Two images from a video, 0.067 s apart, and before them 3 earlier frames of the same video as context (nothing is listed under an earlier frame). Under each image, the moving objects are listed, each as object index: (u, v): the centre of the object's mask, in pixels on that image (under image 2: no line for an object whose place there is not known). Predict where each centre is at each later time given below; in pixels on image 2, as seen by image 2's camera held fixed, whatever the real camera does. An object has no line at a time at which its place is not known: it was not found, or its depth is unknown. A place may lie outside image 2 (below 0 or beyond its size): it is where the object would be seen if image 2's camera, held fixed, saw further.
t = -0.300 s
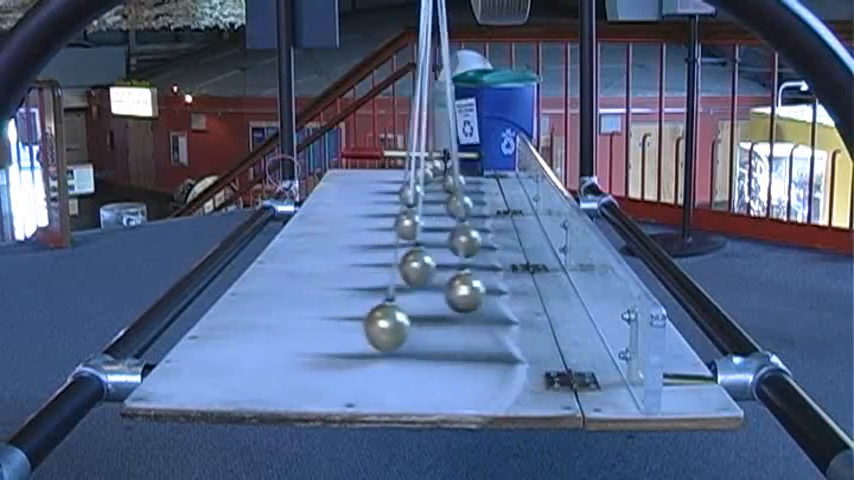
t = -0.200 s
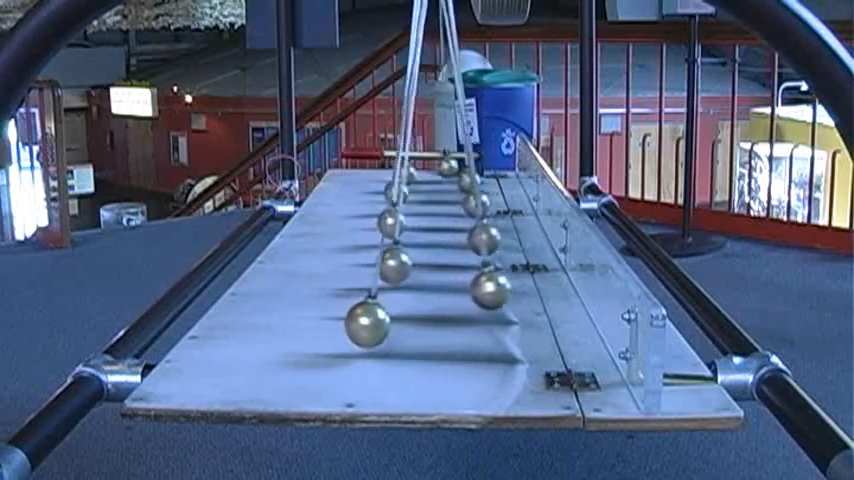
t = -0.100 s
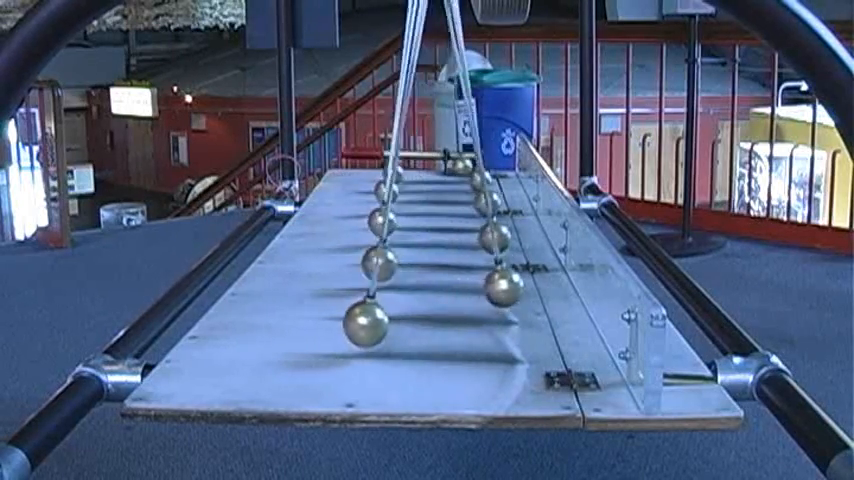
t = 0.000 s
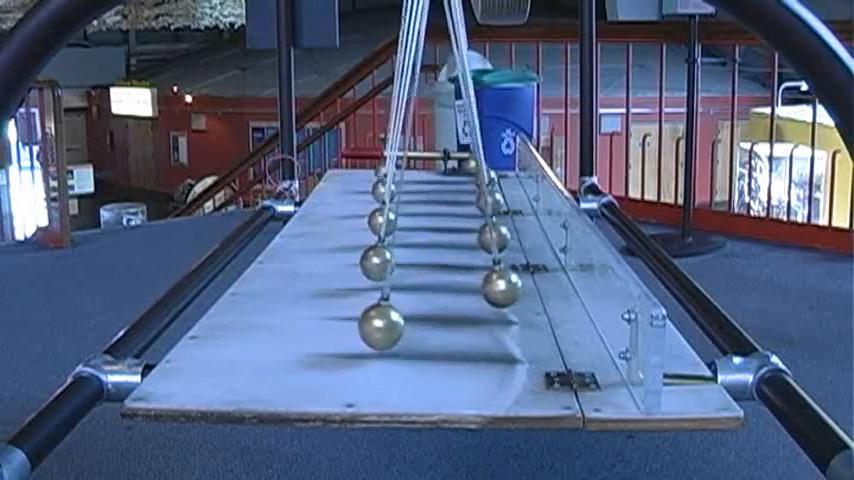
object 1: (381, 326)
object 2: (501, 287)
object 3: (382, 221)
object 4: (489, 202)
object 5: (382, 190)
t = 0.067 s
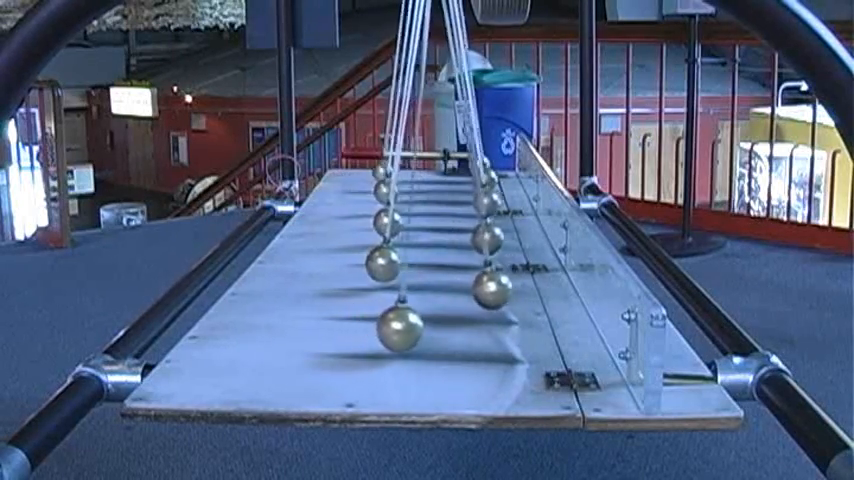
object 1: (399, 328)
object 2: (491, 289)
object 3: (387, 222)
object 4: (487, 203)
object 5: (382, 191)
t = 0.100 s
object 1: (410, 328)
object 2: (485, 290)
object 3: (391, 223)
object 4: (484, 205)
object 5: (385, 191)
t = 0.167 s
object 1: (434, 329)
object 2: (467, 291)
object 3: (401, 224)
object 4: (475, 204)
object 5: (394, 192)
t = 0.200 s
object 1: (446, 329)
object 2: (458, 291)
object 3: (408, 225)
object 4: (472, 204)
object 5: (399, 193)
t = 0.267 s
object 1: (470, 327)
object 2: (436, 294)
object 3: (418, 225)
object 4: (458, 205)
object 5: (410, 193)
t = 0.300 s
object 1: (480, 327)
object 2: (424, 293)
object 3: (428, 224)
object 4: (452, 205)
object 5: (416, 193)
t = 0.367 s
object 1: (496, 324)
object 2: (404, 292)
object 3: (446, 226)
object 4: (435, 205)
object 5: (425, 190)
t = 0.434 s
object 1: (505, 322)
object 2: (387, 291)
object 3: (460, 225)
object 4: (422, 206)
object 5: (443, 192)
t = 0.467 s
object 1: (506, 322)
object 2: (380, 289)
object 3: (467, 224)
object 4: (415, 206)
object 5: (448, 194)
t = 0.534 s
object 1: (504, 322)
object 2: (371, 287)
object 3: (478, 224)
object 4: (404, 205)
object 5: (460, 194)
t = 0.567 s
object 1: (500, 323)
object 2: (369, 287)
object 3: (482, 222)
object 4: (399, 205)
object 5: (465, 193)
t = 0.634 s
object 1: (488, 325)
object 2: (371, 288)
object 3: (488, 222)
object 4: (389, 203)
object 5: (473, 190)
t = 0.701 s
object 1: (468, 327)
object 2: (378, 289)
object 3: (492, 221)
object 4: (382, 203)
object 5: (480, 192)
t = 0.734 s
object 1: (457, 328)
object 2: (385, 290)
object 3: (491, 221)
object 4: (381, 202)
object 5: (488, 192)
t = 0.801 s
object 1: (434, 329)
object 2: (401, 292)
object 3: (489, 221)
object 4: (382, 203)
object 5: (490, 189)
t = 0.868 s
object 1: (410, 328)
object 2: (422, 290)
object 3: (478, 222)
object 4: (385, 203)
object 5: (486, 190)
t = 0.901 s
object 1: (399, 328)
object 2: (433, 292)
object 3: (472, 223)
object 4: (388, 204)
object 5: (484, 190)
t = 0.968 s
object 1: (381, 326)
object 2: (455, 294)
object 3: (459, 224)
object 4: (397, 205)
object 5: (478, 191)
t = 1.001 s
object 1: (375, 325)
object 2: (464, 291)
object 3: (453, 223)
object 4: (402, 205)
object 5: (474, 191)
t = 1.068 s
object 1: (367, 323)
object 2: (482, 290)
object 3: (434, 223)
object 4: (415, 205)
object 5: (466, 192)
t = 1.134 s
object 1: (366, 323)
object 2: (494, 288)
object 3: (421, 225)
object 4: (432, 203)
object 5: (454, 192)
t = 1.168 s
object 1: (369, 324)
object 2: (499, 287)
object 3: (414, 224)
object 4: (437, 206)
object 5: (450, 191)
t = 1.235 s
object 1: (380, 326)
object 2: (503, 286)
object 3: (402, 224)
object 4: (451, 206)
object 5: (434, 192)
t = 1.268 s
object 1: (388, 327)
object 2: (502, 287)
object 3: (397, 223)
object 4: (458, 205)
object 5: (429, 194)
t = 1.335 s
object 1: (408, 328)
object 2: (496, 288)
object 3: (388, 222)
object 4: (469, 204)
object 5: (416, 193)
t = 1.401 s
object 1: (431, 329)
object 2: (484, 289)
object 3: (381, 221)
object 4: (478, 203)
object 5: (405, 192)
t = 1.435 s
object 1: (443, 329)
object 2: (476, 291)
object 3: (381, 221)
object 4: (483, 203)
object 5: (401, 193)
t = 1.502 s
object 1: (466, 329)
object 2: (455, 290)
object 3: (383, 222)
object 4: (488, 202)
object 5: (391, 192)
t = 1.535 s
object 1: (476, 327)
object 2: (446, 293)
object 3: (386, 222)
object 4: (489, 202)
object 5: (388, 192)
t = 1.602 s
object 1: (493, 325)
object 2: (425, 294)
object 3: (394, 222)
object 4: (488, 202)
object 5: (384, 191)
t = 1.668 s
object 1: (502, 322)
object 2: (404, 291)
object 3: (404, 224)
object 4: (485, 204)
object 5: (384, 191)
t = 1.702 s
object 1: (505, 322)
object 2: (395, 290)
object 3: (411, 224)
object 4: (480, 204)
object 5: (385, 191)
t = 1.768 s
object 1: (504, 322)
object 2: (381, 289)
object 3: (424, 219)
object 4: (472, 204)
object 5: (390, 191)
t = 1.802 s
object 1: (500, 323)
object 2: (375, 288)
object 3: (436, 223)
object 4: (466, 205)
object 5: (393, 192)
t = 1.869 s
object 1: (488, 326)
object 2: (370, 287)
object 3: (448, 225)
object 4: (454, 202)
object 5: (401, 192)
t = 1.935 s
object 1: (470, 328)
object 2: (371, 287)
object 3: (462, 224)
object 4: (438, 206)
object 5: (412, 193)
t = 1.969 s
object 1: (459, 328)
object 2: (374, 288)
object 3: (469, 224)
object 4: (432, 206)
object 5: (416, 191)
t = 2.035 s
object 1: (436, 329)
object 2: (385, 290)
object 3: (476, 223)
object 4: (418, 206)
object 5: (432, 189)
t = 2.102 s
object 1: (413, 330)
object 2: (402, 291)
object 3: (488, 221)
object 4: (405, 205)
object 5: (444, 194)
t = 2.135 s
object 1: (402, 328)
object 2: (412, 290)
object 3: (492, 221)
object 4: (399, 205)
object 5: (450, 193)
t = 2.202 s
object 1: (384, 326)
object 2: (433, 293)
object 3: (490, 221)
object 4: (389, 203)
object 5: (461, 193)
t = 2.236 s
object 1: (377, 325)
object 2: (443, 293)
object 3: (489, 221)
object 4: (386, 203)
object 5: (470, 193)
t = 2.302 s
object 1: (368, 323)
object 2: (464, 292)
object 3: (484, 222)
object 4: (382, 202)
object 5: (475, 192)
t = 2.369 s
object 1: (367, 323)
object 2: (481, 290)
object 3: (475, 223)
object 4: (382, 202)
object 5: (483, 191)
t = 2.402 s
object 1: (369, 324)
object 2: (488, 289)
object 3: (470, 223)
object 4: (383, 202)
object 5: (483, 190)
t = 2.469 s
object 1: (379, 325)
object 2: (498, 287)
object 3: (458, 221)
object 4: (388, 203)
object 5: (486, 190)
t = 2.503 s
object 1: (387, 326)
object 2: (501, 287)
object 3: (449, 220)
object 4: (391, 204)
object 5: (486, 190)
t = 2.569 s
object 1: (406, 328)
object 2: (501, 287)
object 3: (435, 226)
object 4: (403, 205)
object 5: (483, 190)
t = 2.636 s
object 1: (428, 329)
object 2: (495, 288)
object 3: (420, 226)
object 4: (412, 203)
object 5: (477, 192)
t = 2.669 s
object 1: (440, 329)
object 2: (490, 289)
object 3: (413, 226)
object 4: (422, 204)
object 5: (472, 192)
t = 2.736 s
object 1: (463, 328)
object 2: (478, 289)
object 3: (401, 224)
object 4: (435, 206)
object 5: (464, 192)
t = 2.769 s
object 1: (473, 329)
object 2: (465, 292)
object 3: (396, 223)
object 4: (442, 205)
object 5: (461, 190)
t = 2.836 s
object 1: (490, 325)
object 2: (446, 293)
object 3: (387, 221)
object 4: (458, 206)
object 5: (443, 191)
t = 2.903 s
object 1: (501, 323)
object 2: (425, 294)
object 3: (383, 222)
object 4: (467, 204)
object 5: (433, 193)
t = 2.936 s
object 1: (504, 323)
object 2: (415, 295)
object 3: (383, 222)
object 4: (473, 204)
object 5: (428, 193)
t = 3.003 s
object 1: (503, 323)
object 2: (396, 291)
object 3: (385, 222)
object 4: (482, 203)
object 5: (415, 193)
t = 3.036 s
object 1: (500, 324)
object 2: (388, 289)
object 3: (387, 223)
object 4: (485, 203)
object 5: (409, 193)
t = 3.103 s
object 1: (489, 325)
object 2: (376, 289)
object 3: (395, 223)
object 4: (488, 202)
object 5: (399, 194)
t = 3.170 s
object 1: (472, 327)
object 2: (371, 288)
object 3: (406, 224)
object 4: (488, 203)
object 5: (391, 192)
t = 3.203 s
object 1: (462, 328)
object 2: (371, 288)
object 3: (410, 222)
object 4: (487, 203)
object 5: (388, 192)
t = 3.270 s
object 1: (439, 329)
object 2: (376, 288)
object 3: (429, 224)
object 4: (481, 202)
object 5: (385, 191)
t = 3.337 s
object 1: (416, 329)
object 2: (387, 290)
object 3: (442, 225)
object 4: (470, 204)
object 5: (385, 192)
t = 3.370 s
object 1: (406, 329)
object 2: (394, 290)
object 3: (450, 225)
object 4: (467, 203)
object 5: (386, 192)
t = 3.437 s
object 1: (387, 326)
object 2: (413, 291)
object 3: (464, 225)
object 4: (451, 205)
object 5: (391, 192)
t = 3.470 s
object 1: (379, 326)
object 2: (423, 292)
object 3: (468, 223)
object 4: (446, 206)
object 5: (395, 192)
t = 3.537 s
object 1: (370, 324)
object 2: (443, 293)
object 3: (484, 222)
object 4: (432, 206)
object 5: (404, 193)
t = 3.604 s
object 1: (368, 324)
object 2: (464, 293)
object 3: (487, 221)
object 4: (419, 206)
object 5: (412, 190)
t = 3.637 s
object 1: (370, 324)
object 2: (473, 291)
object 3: (488, 221)
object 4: (412, 205)
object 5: (424, 191)
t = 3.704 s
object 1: (379, 325)
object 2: (488, 289)
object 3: (489, 221)
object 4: (400, 205)
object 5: (431, 194)
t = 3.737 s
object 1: (386, 326)
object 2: (493, 288)
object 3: (488, 221)
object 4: (395, 204)
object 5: (439, 194)
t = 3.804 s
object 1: (404, 328)
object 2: (500, 287)
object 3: (482, 222)
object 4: (387, 203)
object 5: (452, 194)
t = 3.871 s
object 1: (426, 329)
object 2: (500, 287)
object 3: (473, 223)
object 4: (383, 203)
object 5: (463, 192)
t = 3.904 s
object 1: (437, 329)
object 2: (498, 288)
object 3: (469, 223)
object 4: (382, 203)
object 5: (469, 193)
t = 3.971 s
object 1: (460, 329)
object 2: (489, 289)
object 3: (452, 221)
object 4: (383, 203)
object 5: (476, 191)
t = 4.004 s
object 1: (470, 327)
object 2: (485, 289)
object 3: (447, 223)
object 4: (385, 203)
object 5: (479, 191)
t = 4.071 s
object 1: (488, 325)
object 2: (464, 291)
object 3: (432, 225)
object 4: (392, 205)
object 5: (485, 190)
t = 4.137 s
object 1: (499, 324)
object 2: (446, 293)
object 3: (418, 225)
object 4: (402, 205)
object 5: (487, 190)
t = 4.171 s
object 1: (502, 323)
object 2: (435, 293)
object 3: (412, 225)
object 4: (408, 203)
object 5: (488, 190)
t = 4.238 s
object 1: (502, 322)
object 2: (415, 293)
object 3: (399, 224)
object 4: (421, 206)
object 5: (482, 191)
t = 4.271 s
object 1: (500, 323)
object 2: (405, 292)
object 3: (394, 223)
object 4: (428, 206)
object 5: (478, 191)
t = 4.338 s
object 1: (490, 325)
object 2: (389, 290)
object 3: (387, 222)
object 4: (441, 206)
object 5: (470, 192)
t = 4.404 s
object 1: (474, 327)
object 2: (377, 289)
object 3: (383, 222)
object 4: (455, 205)
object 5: (465, 188)
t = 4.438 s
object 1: (464, 328)
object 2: (374, 288)
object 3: (383, 222)
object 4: (462, 205)
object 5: (459, 190)
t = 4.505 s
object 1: (441, 329)
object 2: (372, 288)
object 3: (386, 222)
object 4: (474, 203)
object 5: (444, 192)
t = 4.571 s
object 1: (419, 329)
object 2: (376, 288)
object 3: (393, 223)
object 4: (483, 204)
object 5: (430, 192)
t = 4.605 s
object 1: (408, 329)
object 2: (381, 289)
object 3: (397, 223)
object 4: (486, 203)
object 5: (424, 192)
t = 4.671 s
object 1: (389, 328)
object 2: (395, 290)
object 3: (405, 220)
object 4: (490, 202)
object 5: (415, 192)
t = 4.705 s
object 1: (382, 326)
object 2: (406, 291)
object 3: (420, 222)
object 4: (489, 202)
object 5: (403, 193)
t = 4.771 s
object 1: (372, 324)
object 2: (423, 293)
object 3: (429, 225)
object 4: (487, 203)
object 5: (398, 192)
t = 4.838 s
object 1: (369, 324)
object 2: (444, 293)
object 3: (444, 225)
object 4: (480, 203)
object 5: (390, 192)
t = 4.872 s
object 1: (370, 324)
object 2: (454, 293)
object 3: (451, 225)
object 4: (477, 203)
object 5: (388, 192)
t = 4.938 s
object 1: (378, 325)
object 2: (473, 292)
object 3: (465, 224)
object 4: (472, 202)
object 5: (386, 190)
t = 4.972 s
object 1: (385, 326)
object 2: (481, 291)
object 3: (472, 224)
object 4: (460, 203)
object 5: (386, 191)
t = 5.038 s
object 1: (402, 328)
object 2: (493, 288)
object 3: (480, 223)
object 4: (448, 206)
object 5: (387, 191)
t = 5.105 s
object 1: (423, 329)
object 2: (499, 287)
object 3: (486, 222)
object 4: (434, 206)
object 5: (392, 192)
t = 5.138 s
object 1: (434, 329)
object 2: (500, 287)
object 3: (488, 221)
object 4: (427, 205)
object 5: (396, 191)
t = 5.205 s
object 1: (457, 329)
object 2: (497, 287)
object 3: (488, 221)
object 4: (414, 207)
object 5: (401, 190)
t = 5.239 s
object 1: (467, 328)
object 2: (493, 288)
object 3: (486, 222)
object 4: (408, 206)
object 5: (417, 189)
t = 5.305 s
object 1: (486, 327)
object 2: (481, 289)
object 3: (482, 222)
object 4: (397, 204)
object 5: (422, 194)
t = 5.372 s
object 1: (497, 324)
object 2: (465, 292)
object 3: (473, 220)
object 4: (388, 204)
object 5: (434, 194)
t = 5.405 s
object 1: (500, 323)
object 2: (455, 293)
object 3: (465, 219)
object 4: (386, 203)
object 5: (441, 194)
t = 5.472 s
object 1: (502, 323)
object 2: (435, 293)
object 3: (452, 224)
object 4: (383, 203)
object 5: (454, 194)
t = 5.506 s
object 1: (500, 323)
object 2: (425, 293)
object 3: (445, 225)
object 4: (382, 203)
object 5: (459, 192)
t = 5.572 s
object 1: (490, 325)
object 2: (405, 293)
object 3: (431, 225)
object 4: (386, 203)
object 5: (469, 193)
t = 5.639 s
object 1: (475, 327)
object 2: (389, 290)
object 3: (419, 225)
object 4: (391, 204)
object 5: (474, 191)
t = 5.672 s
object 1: (465, 328)
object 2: (383, 290)
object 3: (411, 225)
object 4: (395, 204)
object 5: (479, 191)
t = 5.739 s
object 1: (444, 329)
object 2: (374, 288)
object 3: (399, 224)
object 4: (408, 203)
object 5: (483, 190)
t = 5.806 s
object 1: (422, 329)
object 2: (373, 288)
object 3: (390, 223)
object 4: (419, 206)
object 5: (484, 190)
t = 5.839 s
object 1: (411, 329)
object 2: (374, 288)
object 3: (387, 222)
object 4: (425, 206)
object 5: (483, 191)
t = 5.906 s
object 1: (392, 328)
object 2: (381, 288)
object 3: (384, 222)
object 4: (440, 206)
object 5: (480, 191)
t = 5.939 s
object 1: (384, 327)
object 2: (388, 289)
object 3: (384, 222)
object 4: (446, 206)
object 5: (480, 191)
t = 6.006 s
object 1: (374, 324)
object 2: (404, 292)
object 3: (387, 222)
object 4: (459, 205)
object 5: (471, 189)
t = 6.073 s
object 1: (370, 324)
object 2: (423, 293)
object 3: (394, 223)
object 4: (470, 204)
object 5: (457, 191)
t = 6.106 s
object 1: (371, 324)
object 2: (433, 293)
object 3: (398, 221)
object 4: (474, 204)
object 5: (453, 193)
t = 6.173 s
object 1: (378, 325)
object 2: (453, 292)
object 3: (413, 221)
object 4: (484, 204)
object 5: (441, 194)
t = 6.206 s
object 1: (384, 326)
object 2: (463, 292)
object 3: (418, 224)
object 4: (488, 203)
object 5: (435, 193)
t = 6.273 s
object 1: (401, 328)
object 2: (480, 292)
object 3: (431, 225)
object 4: (487, 202)
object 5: (423, 193)
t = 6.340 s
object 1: (421, 329)
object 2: (492, 289)
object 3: (445, 225)
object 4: (485, 203)
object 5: (411, 192)
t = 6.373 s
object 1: (432, 329)
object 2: (496, 288)
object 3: (452, 225)
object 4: (483, 203)
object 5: (406, 193)
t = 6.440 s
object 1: (454, 329)
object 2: (499, 287)
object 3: (466, 224)
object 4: (478, 201)
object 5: (397, 191)
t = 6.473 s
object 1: (464, 328)
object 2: (498, 288)
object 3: (471, 224)
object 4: (471, 200)
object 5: (394, 191)
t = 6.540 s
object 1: (483, 326)
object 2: (495, 286)
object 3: (481, 222)
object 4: (460, 204)
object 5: (388, 191)
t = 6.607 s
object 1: (495, 325)
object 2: (478, 288)
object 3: (486, 222)
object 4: (448, 206)
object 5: (386, 191)
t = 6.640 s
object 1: (499, 324)
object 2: (471, 291)
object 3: (487, 221)
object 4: (442, 206)
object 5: (386, 190)
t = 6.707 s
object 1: (500, 323)
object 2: (454, 293)
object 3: (487, 221)
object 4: (428, 206)
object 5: (389, 190)
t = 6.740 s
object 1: (499, 323)
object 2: (445, 293)
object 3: (486, 221)
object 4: (421, 206)
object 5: (391, 191)
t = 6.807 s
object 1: (491, 325)
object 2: (425, 293)
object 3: (480, 222)
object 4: (409, 206)
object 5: (396, 188)
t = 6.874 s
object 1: (476, 327)
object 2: (405, 292)
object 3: (469, 220)
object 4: (398, 204)
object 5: (410, 190)
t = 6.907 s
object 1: (467, 327)
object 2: (397, 292)
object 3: (461, 221)
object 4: (393, 204)
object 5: (414, 193)
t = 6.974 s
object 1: (446, 328)
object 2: (384, 289)
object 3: (450, 225)
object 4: (386, 203)
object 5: (424, 193)
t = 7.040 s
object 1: (425, 329)
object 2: (375, 288)
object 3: (436, 225)
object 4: (383, 203)
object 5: (437, 195)
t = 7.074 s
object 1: (414, 329)
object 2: (374, 288)
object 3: (429, 225)
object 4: (383, 203)
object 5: (443, 194)
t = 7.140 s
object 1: (395, 328)
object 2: (376, 288)
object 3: (415, 225)
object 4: (385, 203)
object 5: (456, 193)
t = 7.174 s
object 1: (387, 327)
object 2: (378, 287)
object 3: (410, 225)
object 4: (387, 203)
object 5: (462, 192)
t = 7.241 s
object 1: (376, 325)
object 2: (391, 288)
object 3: (398, 225)
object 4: (395, 201)
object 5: (473, 193)
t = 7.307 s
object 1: (371, 324)
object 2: (405, 292)
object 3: (390, 223)
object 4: (407, 203)
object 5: (477, 191)
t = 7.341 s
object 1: (372, 324)
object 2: (414, 293)
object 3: (387, 222)
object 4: (412, 205)
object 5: (483, 191)
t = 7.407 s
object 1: (378, 325)
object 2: (434, 293)
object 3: (385, 222)
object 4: (424, 206)
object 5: (485, 191)
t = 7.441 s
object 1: (384, 326)
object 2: (444, 293)
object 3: (385, 222)
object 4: (432, 206)
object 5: (485, 191)
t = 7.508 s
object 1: (399, 328)
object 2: (463, 292)
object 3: (389, 222)
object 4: (445, 206)
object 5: (484, 190)
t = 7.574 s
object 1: (419, 329)
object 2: (479, 291)
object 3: (392, 219)
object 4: (457, 205)
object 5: (482, 191)
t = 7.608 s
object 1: (430, 329)
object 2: (486, 291)
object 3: (402, 218)
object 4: (460, 204)
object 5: (480, 190)
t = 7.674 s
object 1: (451, 329)
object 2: (495, 288)
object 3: (413, 224)
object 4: (475, 204)
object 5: (465, 186)
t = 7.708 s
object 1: (461, 328)
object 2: (498, 288)
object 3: (419, 225)
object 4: (478, 204)
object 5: (463, 190)
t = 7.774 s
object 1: (480, 327)
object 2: (498, 287)
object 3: (429, 225)
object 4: (484, 203)
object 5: (453, 191)
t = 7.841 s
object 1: (493, 325)
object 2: (492, 287)
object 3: (447, 225)
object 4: (486, 202)
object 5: (440, 193)
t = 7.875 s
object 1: (497, 325)
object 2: (483, 288)
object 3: (454, 225)
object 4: (487, 202)
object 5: (434, 193)
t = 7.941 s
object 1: (500, 324)
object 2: (471, 291)
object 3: (466, 223)
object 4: (484, 202)
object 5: (422, 192)
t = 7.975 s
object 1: (498, 323)
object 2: (464, 292)
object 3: (472, 223)
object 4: (485, 202)
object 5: (417, 192)
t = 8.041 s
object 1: (491, 325)
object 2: (444, 292)
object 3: (481, 223)
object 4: (469, 202)
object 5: (407, 192)
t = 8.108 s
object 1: (477, 327)
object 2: (425, 292)
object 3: (486, 222)
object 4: (462, 205)
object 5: (397, 193)
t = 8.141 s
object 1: (468, 328)
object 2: (415, 292)
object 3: (487, 222)
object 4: (456, 206)
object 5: (393, 192)
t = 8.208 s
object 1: (449, 329)
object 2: (398, 292)
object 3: (486, 221)
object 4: (443, 206)
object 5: (388, 190)
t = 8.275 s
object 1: (428, 329)
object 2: (384, 290)
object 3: (484, 219)
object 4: (429, 206)
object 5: (387, 190)
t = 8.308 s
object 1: (417, 329)
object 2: (380, 289)
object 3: (479, 218)
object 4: (423, 206)
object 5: (387, 190)
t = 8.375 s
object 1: (398, 328)
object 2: (375, 288)
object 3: (465, 222)
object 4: (410, 205)
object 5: (390, 191)
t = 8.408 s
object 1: (390, 327)
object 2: (375, 288)
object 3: (461, 224)
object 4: (404, 205)
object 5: (391, 189)
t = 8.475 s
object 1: (378, 326)
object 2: (379, 286)
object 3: (451, 225)
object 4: (395, 204)
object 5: (401, 188)
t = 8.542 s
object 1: (373, 325)
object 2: (395, 289)
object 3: (435, 225)
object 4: (388, 203)
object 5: (410, 192)
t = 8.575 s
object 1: (373, 324)
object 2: (399, 291)
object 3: (428, 225)
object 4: (386, 202)
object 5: (414, 193)
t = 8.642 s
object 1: (378, 325)
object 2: (414, 292)
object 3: (414, 225)
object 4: (384, 202)
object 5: (428, 193)
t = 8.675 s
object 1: (383, 326)
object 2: (424, 293)
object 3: (408, 224)
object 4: (385, 202)
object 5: (433, 193)
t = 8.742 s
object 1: (398, 328)
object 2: (444, 293)
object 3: (398, 224)
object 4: (387, 201)
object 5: (444, 193)
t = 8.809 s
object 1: (417, 329)
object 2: (463, 292)
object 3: (390, 223)
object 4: (397, 202)
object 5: (456, 193)
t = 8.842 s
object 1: (428, 329)
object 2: (472, 291)
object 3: (388, 222)
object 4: (403, 203)
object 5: (462, 193)
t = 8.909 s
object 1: (449, 329)
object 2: (485, 290)
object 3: (386, 221)
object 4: (411, 205)
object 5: (470, 193)
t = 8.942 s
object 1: (459, 328)
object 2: (492, 290)
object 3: (386, 222)
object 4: (417, 206)
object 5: (475, 193)
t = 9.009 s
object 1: (477, 327)
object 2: (497, 288)
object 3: (389, 219)
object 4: (431, 206)
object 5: (480, 192)
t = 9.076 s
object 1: (490, 325)
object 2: (500, 285)
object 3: (400, 219)
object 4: (442, 206)
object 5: (484, 191)
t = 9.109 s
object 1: (495, 324)
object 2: (495, 286)
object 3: (405, 221)
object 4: (451, 206)
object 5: (484, 190)
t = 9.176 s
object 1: (498, 324)
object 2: (484, 289)
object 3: (415, 224)
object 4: (461, 206)
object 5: (484, 190)
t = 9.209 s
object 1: (498, 324)
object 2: (474, 290)
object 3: (421, 225)
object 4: (468, 204)
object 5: (483, 190)
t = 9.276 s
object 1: (491, 325)
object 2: (462, 291)
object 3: (435, 226)
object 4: (477, 204)
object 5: (481, 187)
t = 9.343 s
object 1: (478, 326)
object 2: (444, 293)
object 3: (449, 225)
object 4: (484, 204)
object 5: (465, 192)
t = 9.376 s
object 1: (469, 327)
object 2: (434, 293)
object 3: (456, 225)
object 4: (485, 203)
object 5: (464, 194)
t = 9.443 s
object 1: (451, 328)
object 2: (415, 292)
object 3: (468, 223)
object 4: (486, 202)
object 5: (450, 194)
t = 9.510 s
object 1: (430, 329)
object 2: (398, 292)
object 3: (477, 223)
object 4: (486, 200)
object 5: (438, 193)
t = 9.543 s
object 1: (419, 329)
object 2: (391, 292)
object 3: (481, 223)
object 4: (479, 200)
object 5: (431, 193)
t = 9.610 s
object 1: (400, 328)
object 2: (380, 290)
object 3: (486, 222)
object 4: (469, 203)
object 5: (419, 194)
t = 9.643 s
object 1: (392, 328)
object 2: (377, 288)
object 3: (486, 222)
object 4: (467, 203)
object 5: (414, 193)
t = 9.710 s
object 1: (380, 326)
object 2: (376, 286)
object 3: (486, 220)
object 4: (456, 205)
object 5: (403, 193)
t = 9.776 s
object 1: (374, 325)
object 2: (381, 287)
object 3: (480, 218)
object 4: (444, 205)
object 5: (396, 192)
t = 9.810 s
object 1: (374, 325)
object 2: (387, 288)
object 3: (472, 219)
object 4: (437, 206)
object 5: (393, 192)
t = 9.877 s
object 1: (378, 325)
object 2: (402, 290)
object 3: (465, 223)
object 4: (423, 206)
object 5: (388, 192)
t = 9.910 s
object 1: (383, 326)
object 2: (408, 291)
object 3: (459, 224)
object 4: (417, 206)
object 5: (388, 191)
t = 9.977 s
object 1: (397, 327)
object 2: (425, 292)
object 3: (447, 225)
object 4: (406, 206)
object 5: (388, 190)
